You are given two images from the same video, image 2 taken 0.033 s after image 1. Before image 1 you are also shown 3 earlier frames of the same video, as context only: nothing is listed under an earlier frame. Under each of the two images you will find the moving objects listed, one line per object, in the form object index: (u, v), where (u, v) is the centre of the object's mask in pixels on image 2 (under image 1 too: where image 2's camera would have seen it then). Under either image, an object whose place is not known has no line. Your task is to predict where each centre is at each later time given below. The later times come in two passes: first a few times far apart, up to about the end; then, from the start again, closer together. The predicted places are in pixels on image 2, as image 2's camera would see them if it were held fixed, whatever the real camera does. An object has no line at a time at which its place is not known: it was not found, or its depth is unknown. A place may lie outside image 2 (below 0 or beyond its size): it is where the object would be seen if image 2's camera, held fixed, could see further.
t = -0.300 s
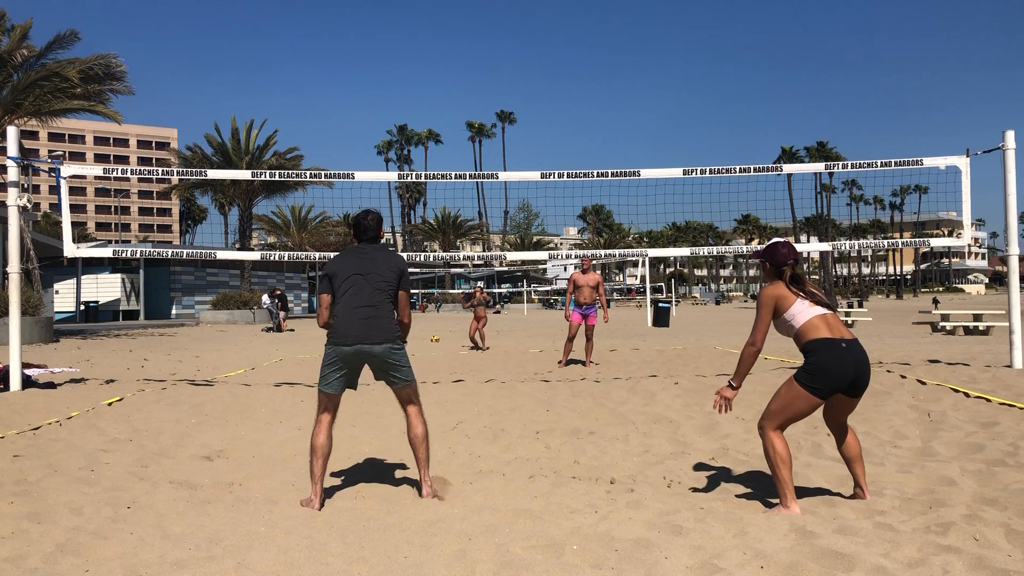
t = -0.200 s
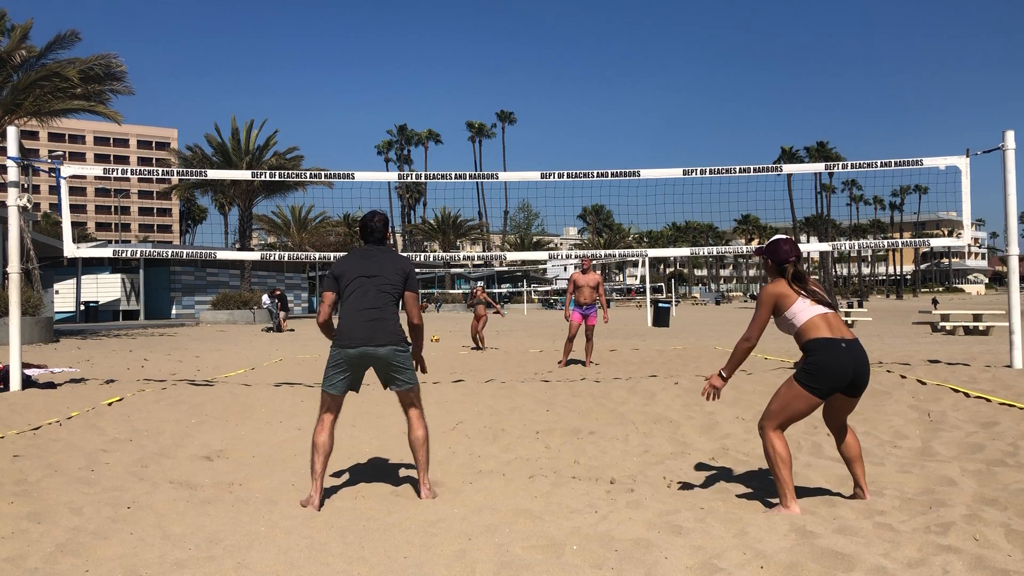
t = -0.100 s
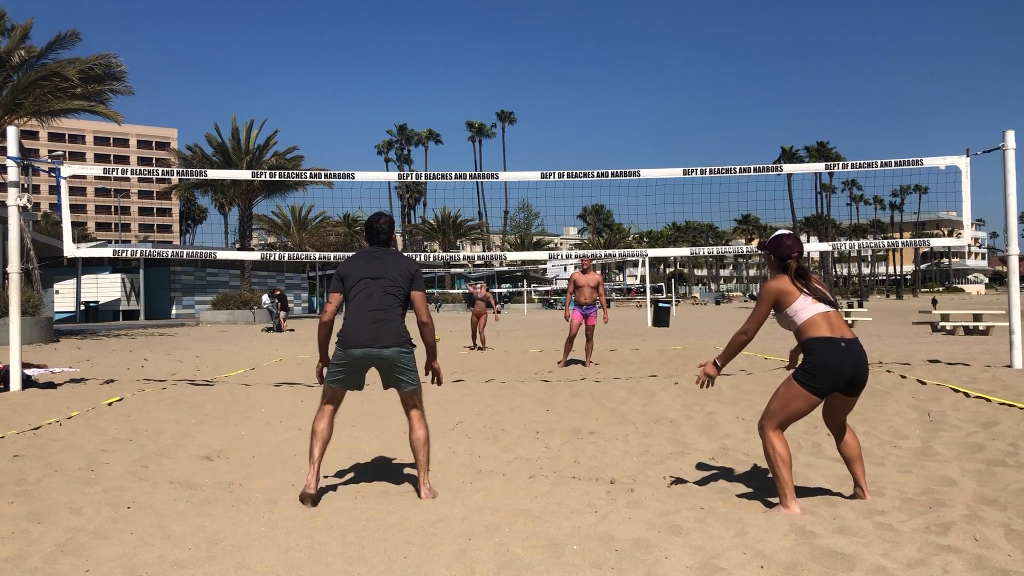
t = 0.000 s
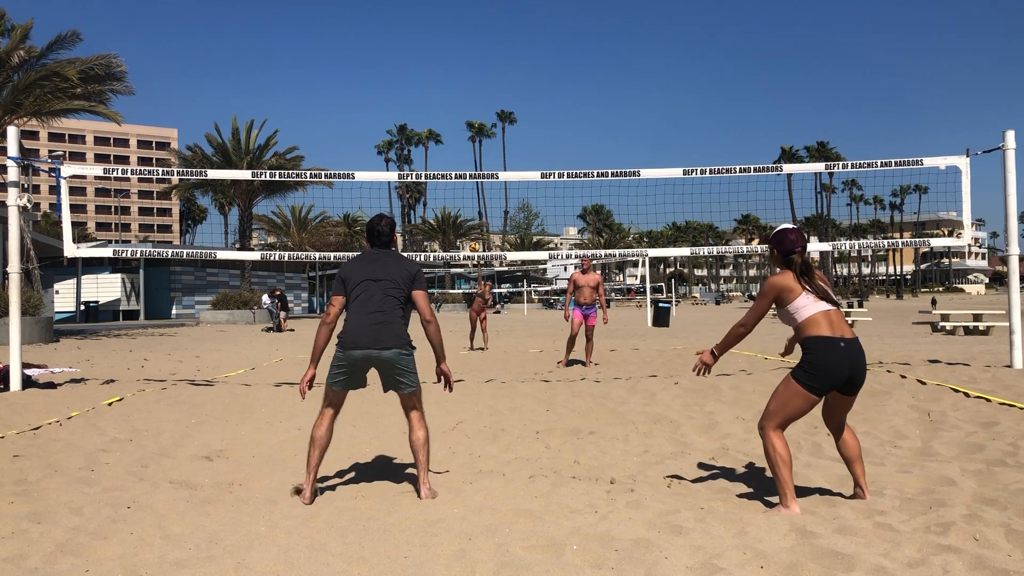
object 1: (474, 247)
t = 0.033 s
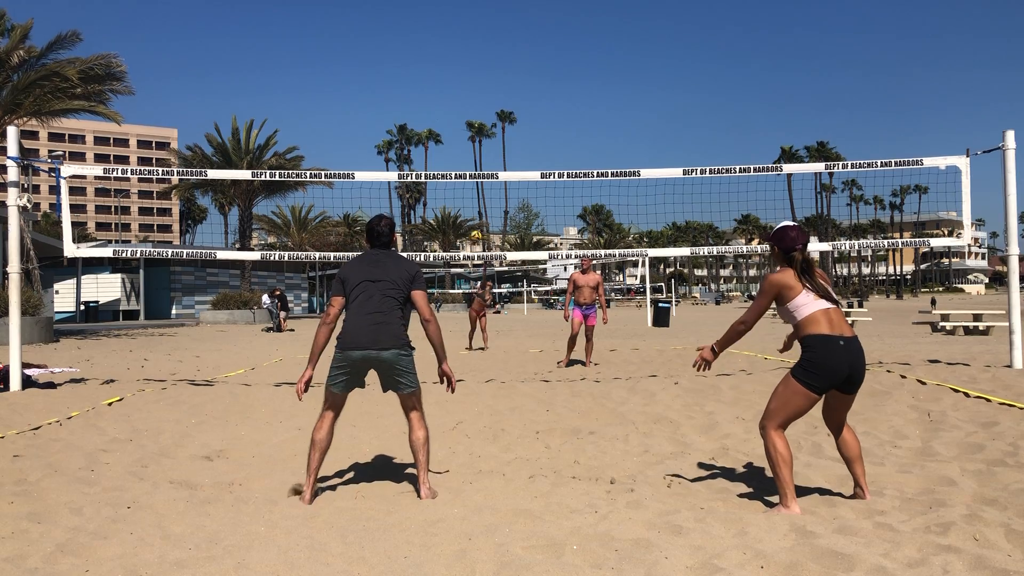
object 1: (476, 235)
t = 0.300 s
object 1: (497, 154)
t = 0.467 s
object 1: (516, 106)
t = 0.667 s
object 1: (539, 60)
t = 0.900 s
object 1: (578, 34)
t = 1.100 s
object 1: (631, 52)
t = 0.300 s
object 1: (497, 154)
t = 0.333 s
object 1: (501, 144)
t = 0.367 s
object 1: (504, 134)
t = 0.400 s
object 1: (509, 125)
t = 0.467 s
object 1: (516, 106)
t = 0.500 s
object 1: (519, 97)
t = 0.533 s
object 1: (523, 89)
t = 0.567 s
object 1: (527, 81)
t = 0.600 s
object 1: (531, 73)
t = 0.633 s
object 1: (535, 66)
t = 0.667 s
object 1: (539, 60)
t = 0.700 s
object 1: (543, 54)
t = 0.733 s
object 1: (548, 49)
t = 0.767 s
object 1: (553, 45)
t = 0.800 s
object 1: (558, 41)
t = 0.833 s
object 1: (564, 38)
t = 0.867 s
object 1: (570, 36)
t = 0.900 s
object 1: (578, 34)
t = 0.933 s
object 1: (585, 34)
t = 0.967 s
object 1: (593, 35)
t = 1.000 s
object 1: (602, 37)
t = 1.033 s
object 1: (611, 40)
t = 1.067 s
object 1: (621, 45)
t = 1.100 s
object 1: (631, 52)
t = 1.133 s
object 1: (642, 62)
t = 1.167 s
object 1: (655, 74)
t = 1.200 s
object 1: (668, 90)
